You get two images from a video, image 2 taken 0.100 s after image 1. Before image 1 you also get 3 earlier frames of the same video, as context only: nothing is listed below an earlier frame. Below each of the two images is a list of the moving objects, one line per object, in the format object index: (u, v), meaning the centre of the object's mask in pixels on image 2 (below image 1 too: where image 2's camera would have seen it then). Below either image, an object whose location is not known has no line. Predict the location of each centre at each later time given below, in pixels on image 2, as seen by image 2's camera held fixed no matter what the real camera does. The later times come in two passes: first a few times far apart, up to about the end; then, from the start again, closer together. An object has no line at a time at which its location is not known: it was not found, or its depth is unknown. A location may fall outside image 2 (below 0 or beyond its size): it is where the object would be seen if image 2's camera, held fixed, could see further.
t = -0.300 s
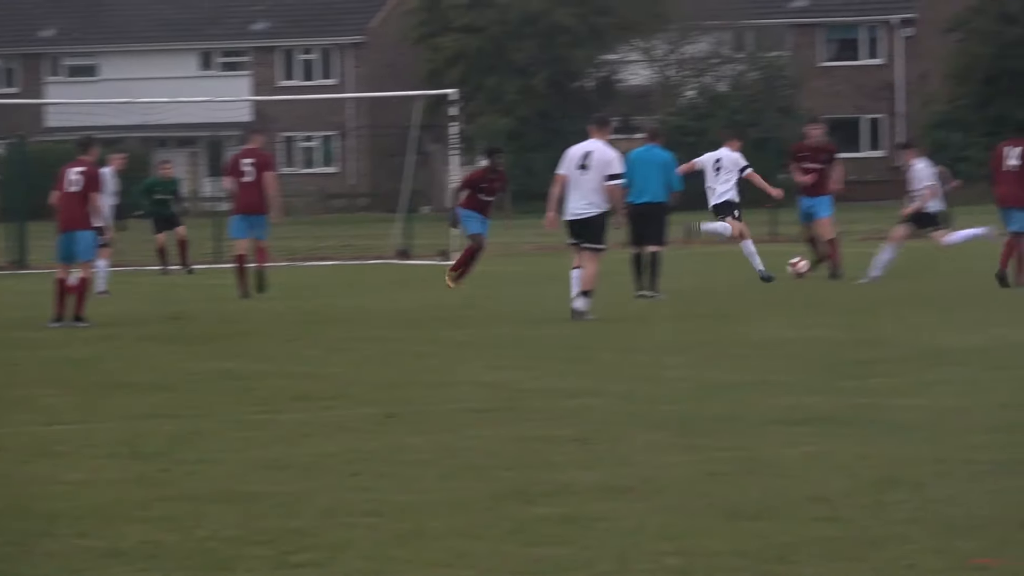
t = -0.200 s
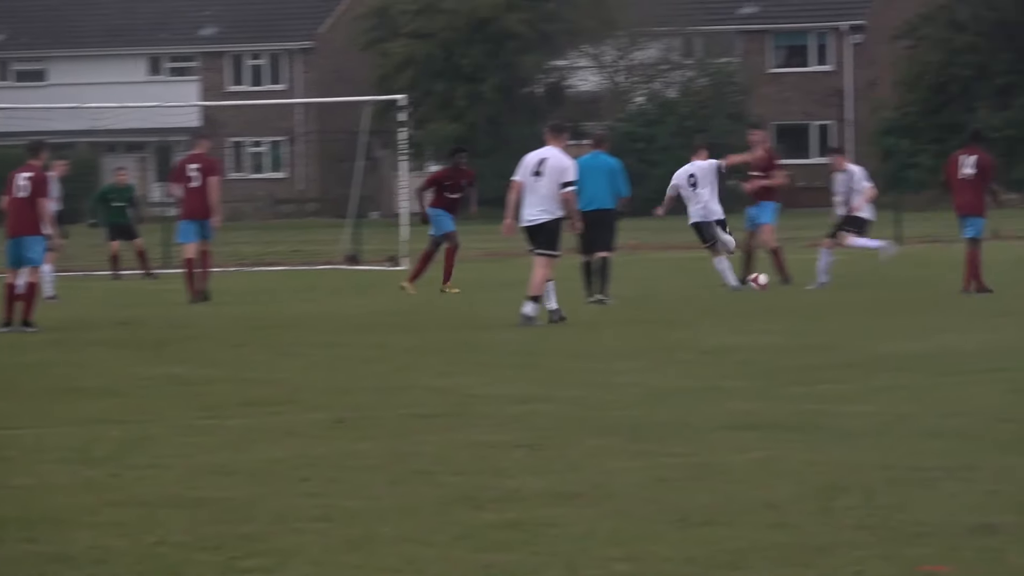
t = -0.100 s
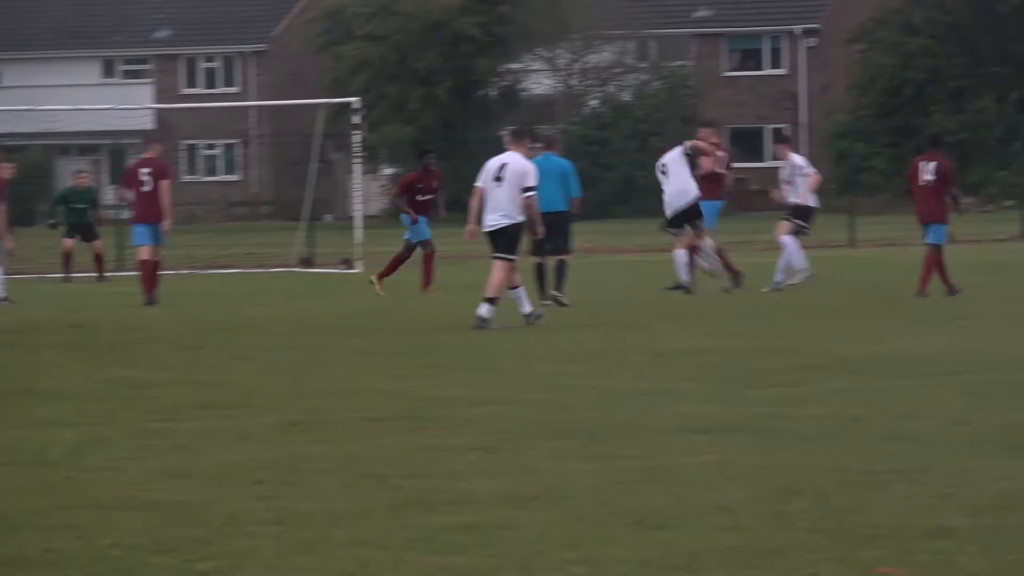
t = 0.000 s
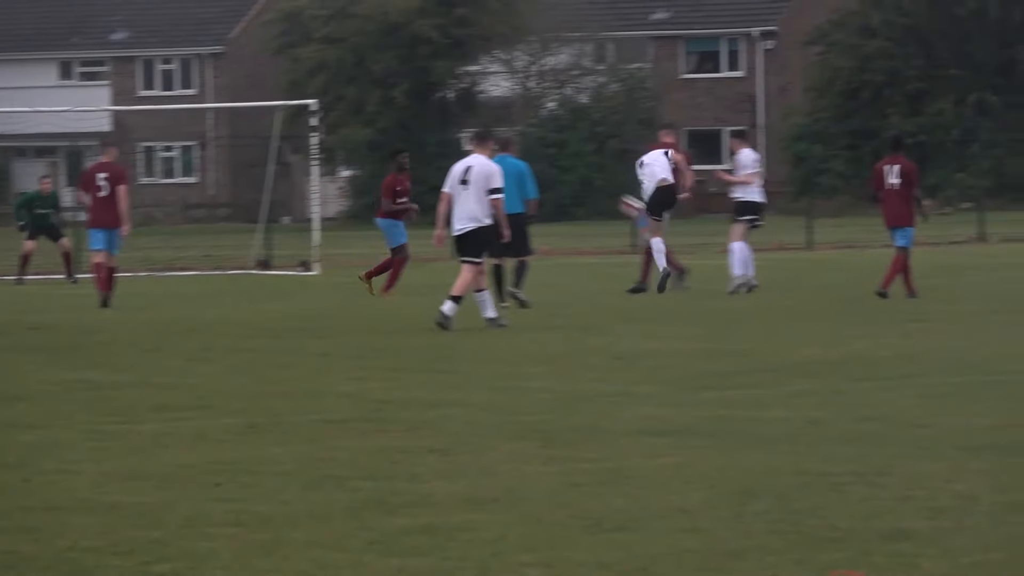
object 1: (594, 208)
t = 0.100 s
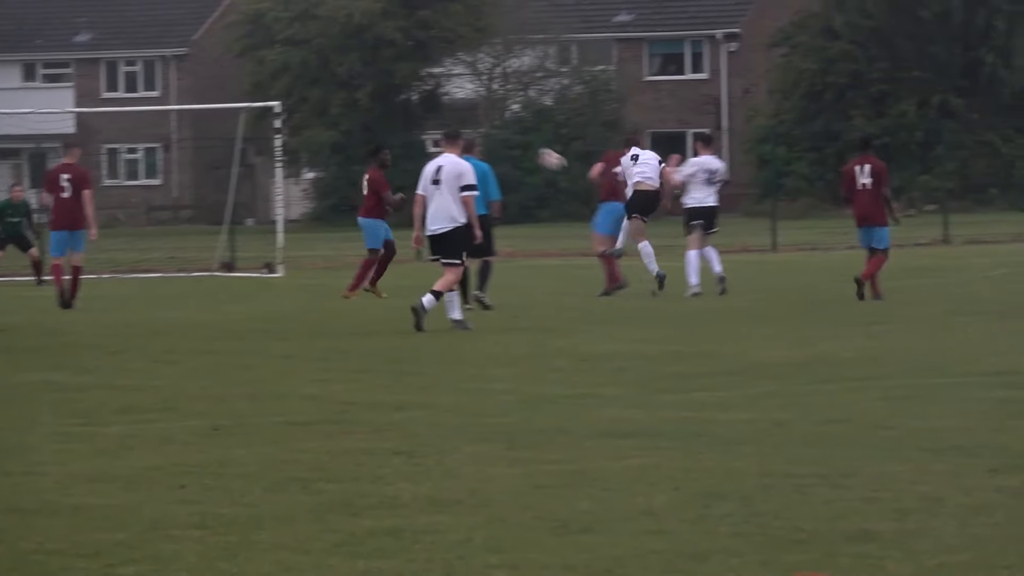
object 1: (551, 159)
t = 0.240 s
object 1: (496, 104)
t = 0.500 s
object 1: (409, 44)
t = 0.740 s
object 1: (357, 29)
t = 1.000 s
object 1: (321, 52)
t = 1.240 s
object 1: (298, 103)
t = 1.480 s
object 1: (283, 182)
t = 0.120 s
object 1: (542, 151)
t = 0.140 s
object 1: (534, 143)
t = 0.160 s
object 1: (525, 135)
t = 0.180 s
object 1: (517, 127)
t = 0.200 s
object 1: (510, 118)
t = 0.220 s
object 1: (501, 110)
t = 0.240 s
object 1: (496, 104)
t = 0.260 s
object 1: (488, 98)
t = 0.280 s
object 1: (481, 90)
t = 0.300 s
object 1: (473, 84)
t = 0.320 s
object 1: (466, 79)
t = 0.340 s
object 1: (459, 73)
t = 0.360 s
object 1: (452, 68)
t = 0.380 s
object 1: (444, 64)
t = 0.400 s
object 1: (439, 60)
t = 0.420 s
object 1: (432, 57)
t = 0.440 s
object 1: (426, 53)
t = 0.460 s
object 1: (420, 49)
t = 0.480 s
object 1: (415, 47)
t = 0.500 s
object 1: (409, 44)
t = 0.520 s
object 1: (404, 41)
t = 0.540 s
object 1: (399, 39)
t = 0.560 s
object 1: (394, 37)
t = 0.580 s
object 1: (389, 36)
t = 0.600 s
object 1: (384, 34)
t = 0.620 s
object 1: (380, 33)
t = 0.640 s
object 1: (376, 31)
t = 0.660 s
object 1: (372, 30)
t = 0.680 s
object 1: (368, 29)
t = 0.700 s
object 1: (363, 29)
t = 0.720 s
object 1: (360, 29)
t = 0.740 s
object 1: (357, 29)
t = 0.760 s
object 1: (353, 29)
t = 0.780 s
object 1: (350, 29)
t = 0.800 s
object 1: (347, 29)
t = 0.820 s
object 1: (344, 30)
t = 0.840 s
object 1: (342, 32)
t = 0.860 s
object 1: (339, 34)
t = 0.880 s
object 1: (336, 35)
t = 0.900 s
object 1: (334, 38)
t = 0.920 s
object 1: (331, 41)
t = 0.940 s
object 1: (329, 43)
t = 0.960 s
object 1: (326, 46)
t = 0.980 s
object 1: (324, 49)
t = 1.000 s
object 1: (321, 52)
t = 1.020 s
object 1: (319, 56)
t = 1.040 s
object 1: (317, 60)
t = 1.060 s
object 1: (315, 63)
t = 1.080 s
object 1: (313, 67)
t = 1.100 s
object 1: (311, 71)
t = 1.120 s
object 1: (309, 75)
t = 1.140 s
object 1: (307, 80)
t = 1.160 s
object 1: (305, 84)
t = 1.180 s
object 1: (303, 89)
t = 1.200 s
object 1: (301, 94)
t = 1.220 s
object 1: (300, 99)
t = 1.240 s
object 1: (298, 103)
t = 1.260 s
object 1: (297, 108)
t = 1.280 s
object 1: (295, 114)
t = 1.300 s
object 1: (294, 120)
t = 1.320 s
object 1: (293, 126)
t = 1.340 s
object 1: (292, 133)
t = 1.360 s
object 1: (291, 140)
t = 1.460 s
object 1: (285, 173)
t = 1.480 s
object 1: (283, 182)
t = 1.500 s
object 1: (284, 190)
